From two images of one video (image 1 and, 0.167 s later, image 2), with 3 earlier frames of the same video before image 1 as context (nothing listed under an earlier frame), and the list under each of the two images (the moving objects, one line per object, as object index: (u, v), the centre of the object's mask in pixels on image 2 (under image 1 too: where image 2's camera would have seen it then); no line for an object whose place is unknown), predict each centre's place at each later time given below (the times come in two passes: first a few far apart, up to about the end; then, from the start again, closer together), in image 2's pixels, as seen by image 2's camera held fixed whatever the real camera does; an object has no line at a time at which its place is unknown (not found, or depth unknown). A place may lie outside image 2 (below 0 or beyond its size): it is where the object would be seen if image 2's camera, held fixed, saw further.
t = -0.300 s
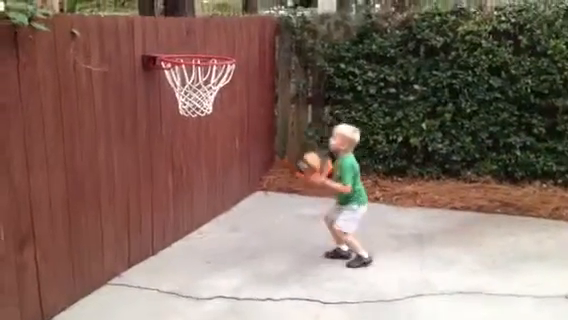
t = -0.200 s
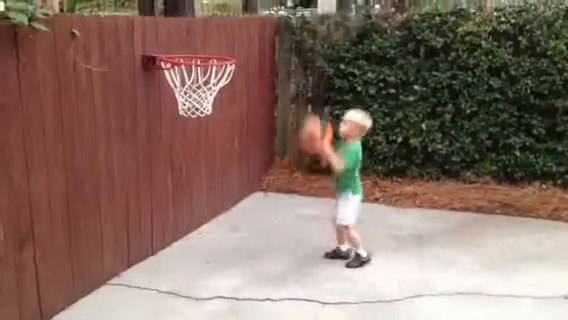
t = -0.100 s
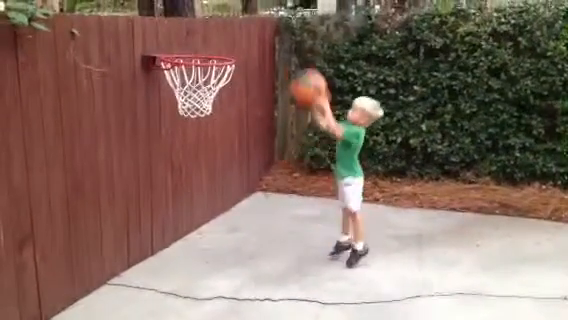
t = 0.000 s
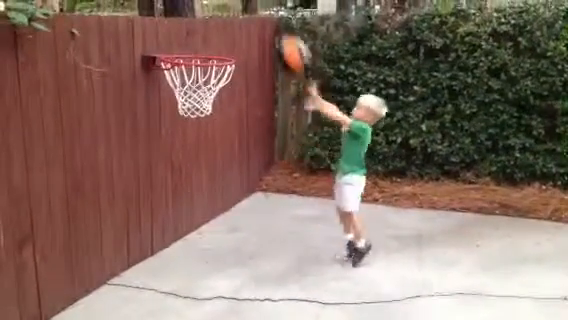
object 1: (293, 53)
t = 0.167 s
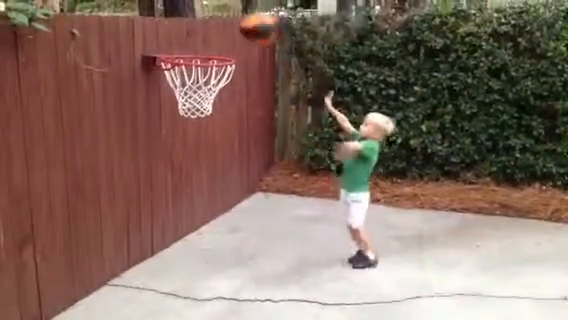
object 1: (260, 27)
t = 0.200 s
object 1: (256, 27)
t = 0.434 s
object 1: (200, 60)
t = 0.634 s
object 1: (179, 99)
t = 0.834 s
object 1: (185, 157)
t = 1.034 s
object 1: (194, 212)
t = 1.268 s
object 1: (218, 144)
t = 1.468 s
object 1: (237, 138)
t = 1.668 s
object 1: (259, 179)
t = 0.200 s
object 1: (256, 27)
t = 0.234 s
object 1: (246, 29)
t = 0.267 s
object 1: (238, 29)
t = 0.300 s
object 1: (231, 34)
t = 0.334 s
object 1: (222, 40)
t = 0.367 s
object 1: (215, 46)
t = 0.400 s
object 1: (207, 53)
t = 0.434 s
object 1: (200, 60)
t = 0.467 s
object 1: (194, 70)
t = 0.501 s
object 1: (187, 82)
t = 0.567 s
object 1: (169, 95)
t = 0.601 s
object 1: (172, 98)
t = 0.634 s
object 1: (179, 99)
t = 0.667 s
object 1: (183, 103)
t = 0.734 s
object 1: (183, 127)
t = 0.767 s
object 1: (184, 133)
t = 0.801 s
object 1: (184, 145)
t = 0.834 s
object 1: (185, 157)
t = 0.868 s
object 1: (187, 172)
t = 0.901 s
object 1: (187, 186)
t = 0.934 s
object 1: (189, 203)
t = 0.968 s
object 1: (189, 220)
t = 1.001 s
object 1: (190, 226)
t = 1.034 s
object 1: (194, 212)
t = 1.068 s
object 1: (201, 200)
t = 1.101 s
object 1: (204, 187)
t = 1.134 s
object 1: (207, 174)
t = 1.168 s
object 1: (208, 167)
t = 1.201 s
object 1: (212, 159)
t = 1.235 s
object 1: (216, 151)
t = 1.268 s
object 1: (218, 144)
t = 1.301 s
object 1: (222, 141)
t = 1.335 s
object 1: (225, 137)
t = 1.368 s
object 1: (228, 136)
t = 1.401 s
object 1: (232, 135)
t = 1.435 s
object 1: (235, 136)
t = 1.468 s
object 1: (237, 138)
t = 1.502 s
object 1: (242, 142)
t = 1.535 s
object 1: (245, 146)
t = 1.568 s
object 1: (248, 151)
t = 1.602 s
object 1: (252, 160)
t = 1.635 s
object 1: (256, 169)
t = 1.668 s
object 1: (259, 179)
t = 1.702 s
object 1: (263, 191)
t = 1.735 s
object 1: (264, 207)
